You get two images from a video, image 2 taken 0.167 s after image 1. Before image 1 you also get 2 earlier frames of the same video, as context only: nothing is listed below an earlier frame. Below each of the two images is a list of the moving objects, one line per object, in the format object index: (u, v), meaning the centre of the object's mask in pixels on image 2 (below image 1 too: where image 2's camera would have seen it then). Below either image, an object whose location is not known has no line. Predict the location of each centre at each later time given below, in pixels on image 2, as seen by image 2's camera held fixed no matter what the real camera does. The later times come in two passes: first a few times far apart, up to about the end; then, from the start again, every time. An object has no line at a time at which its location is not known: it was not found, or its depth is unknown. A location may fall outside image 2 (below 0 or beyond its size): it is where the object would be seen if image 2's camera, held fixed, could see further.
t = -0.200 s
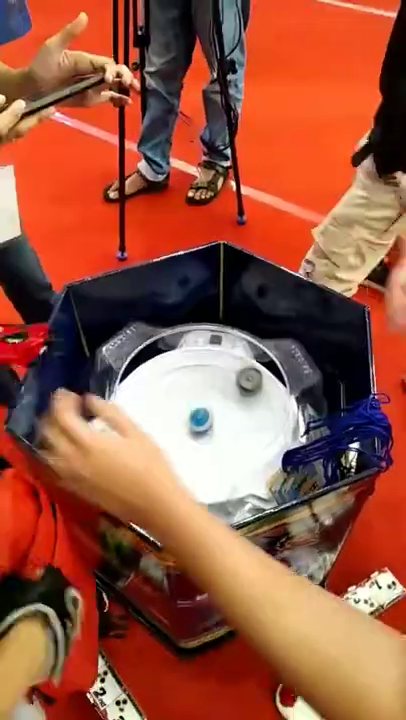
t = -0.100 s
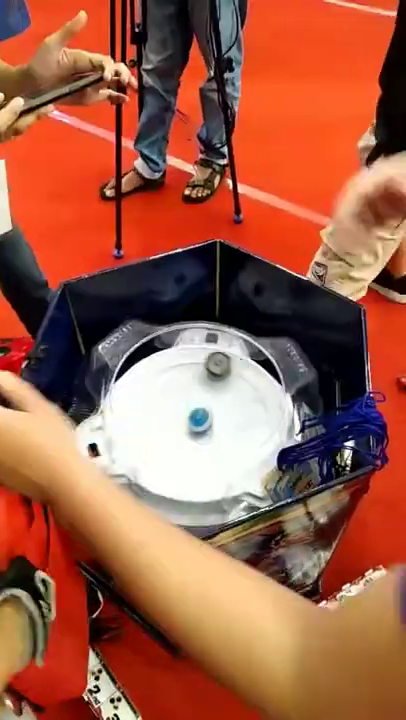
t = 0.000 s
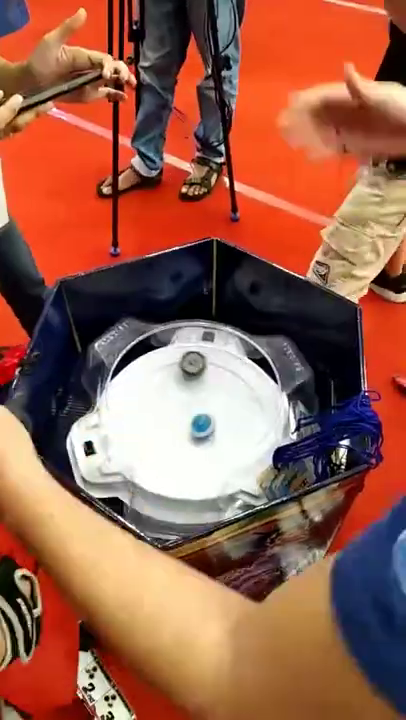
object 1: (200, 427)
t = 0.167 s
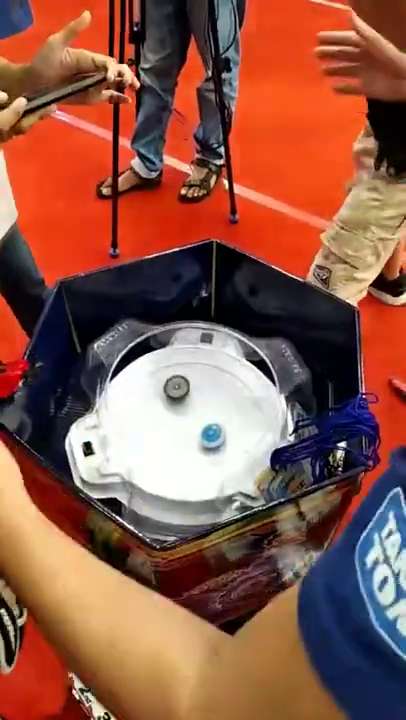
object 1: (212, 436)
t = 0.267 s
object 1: (218, 437)
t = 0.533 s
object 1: (229, 428)
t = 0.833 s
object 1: (217, 434)
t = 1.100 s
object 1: (206, 439)
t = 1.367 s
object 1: (189, 439)
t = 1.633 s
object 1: (181, 437)
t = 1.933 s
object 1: (177, 431)
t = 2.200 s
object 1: (173, 423)
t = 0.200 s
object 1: (214, 437)
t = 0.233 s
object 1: (216, 437)
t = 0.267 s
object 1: (218, 437)
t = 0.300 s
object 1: (220, 437)
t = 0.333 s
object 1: (221, 436)
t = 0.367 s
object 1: (222, 435)
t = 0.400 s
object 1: (222, 433)
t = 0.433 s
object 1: (223, 431)
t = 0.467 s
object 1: (224, 430)
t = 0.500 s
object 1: (227, 429)
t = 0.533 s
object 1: (229, 428)
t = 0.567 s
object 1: (229, 428)
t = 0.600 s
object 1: (229, 428)
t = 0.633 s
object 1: (227, 429)
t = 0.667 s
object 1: (226, 429)
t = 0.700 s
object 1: (226, 430)
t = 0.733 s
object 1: (225, 431)
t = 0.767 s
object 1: (224, 432)
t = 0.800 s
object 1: (220, 433)
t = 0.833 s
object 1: (217, 434)
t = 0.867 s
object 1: (215, 435)
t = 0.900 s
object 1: (214, 436)
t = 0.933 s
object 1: (212, 437)
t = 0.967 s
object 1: (211, 438)
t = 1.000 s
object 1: (209, 438)
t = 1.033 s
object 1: (207, 437)
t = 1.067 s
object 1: (206, 438)
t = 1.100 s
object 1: (206, 439)
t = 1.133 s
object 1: (205, 439)
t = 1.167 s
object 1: (204, 439)
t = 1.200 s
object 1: (202, 439)
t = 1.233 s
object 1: (199, 439)
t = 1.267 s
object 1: (196, 439)
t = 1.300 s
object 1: (193, 438)
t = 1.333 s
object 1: (191, 438)
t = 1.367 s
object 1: (189, 439)
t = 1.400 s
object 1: (188, 439)
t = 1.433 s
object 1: (187, 439)
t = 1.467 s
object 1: (185, 438)
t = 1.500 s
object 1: (184, 438)
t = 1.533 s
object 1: (183, 438)
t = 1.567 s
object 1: (183, 438)
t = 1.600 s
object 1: (182, 437)
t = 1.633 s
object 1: (181, 437)
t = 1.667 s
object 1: (181, 436)
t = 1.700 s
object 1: (180, 436)
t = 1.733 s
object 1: (180, 436)
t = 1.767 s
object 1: (179, 435)
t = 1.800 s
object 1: (179, 435)
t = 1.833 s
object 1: (179, 434)
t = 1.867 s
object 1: (179, 433)
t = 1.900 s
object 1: (178, 432)
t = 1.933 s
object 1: (177, 431)
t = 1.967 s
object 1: (177, 430)
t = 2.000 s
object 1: (176, 430)
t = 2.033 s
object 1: (175, 429)
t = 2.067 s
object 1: (175, 428)
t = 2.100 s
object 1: (175, 427)
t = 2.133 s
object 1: (173, 426)
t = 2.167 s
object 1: (173, 424)
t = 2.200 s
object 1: (173, 423)
